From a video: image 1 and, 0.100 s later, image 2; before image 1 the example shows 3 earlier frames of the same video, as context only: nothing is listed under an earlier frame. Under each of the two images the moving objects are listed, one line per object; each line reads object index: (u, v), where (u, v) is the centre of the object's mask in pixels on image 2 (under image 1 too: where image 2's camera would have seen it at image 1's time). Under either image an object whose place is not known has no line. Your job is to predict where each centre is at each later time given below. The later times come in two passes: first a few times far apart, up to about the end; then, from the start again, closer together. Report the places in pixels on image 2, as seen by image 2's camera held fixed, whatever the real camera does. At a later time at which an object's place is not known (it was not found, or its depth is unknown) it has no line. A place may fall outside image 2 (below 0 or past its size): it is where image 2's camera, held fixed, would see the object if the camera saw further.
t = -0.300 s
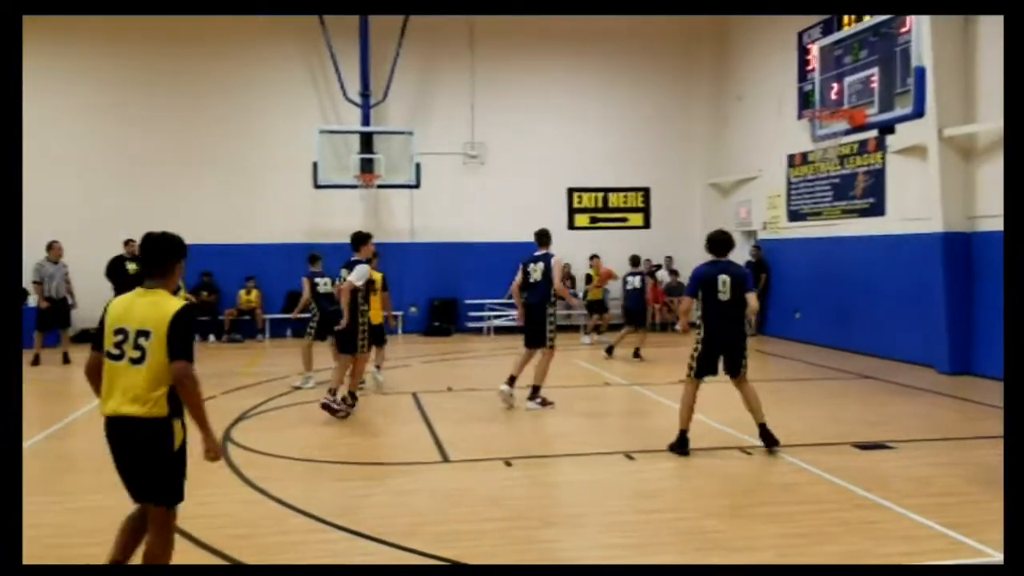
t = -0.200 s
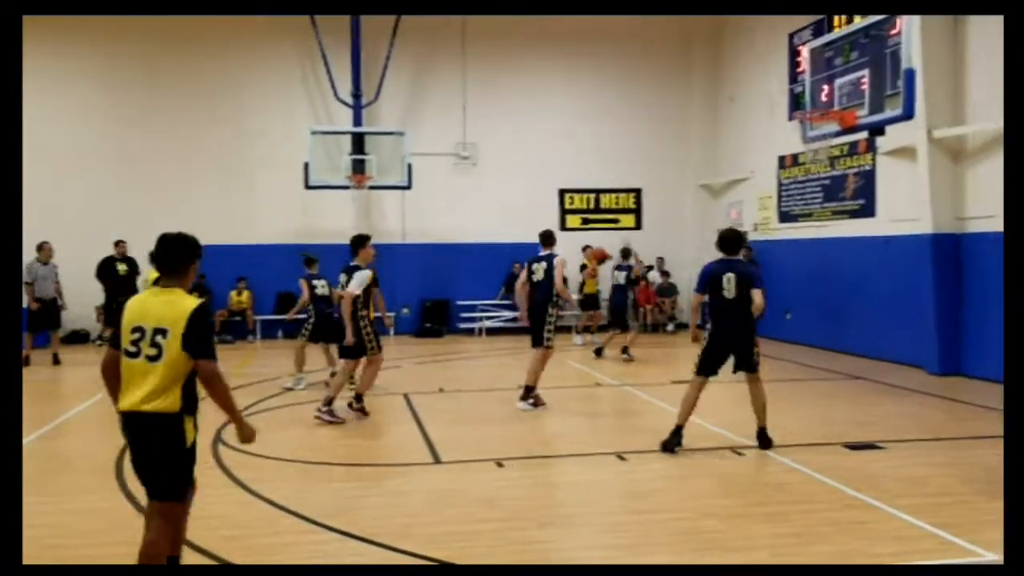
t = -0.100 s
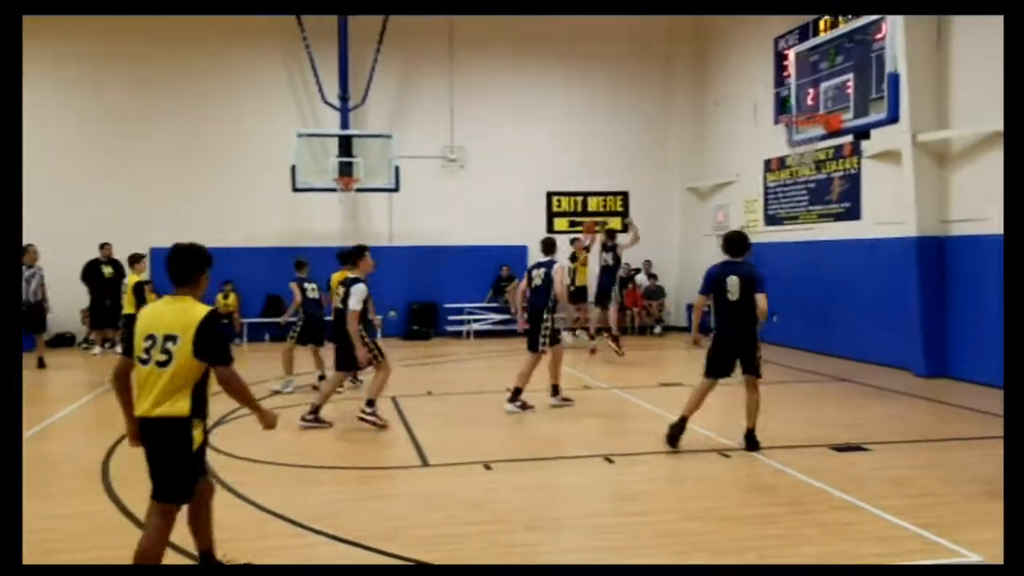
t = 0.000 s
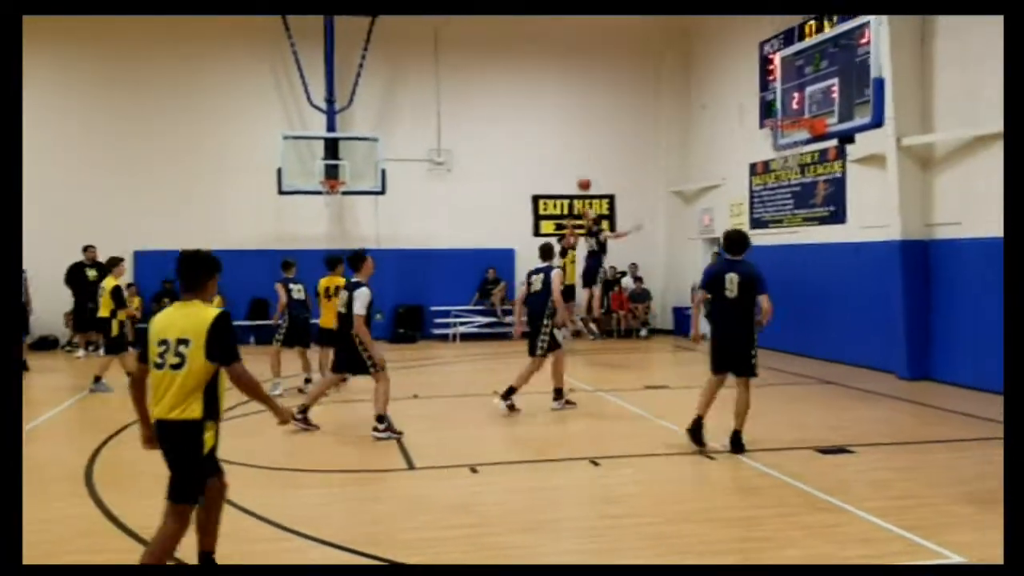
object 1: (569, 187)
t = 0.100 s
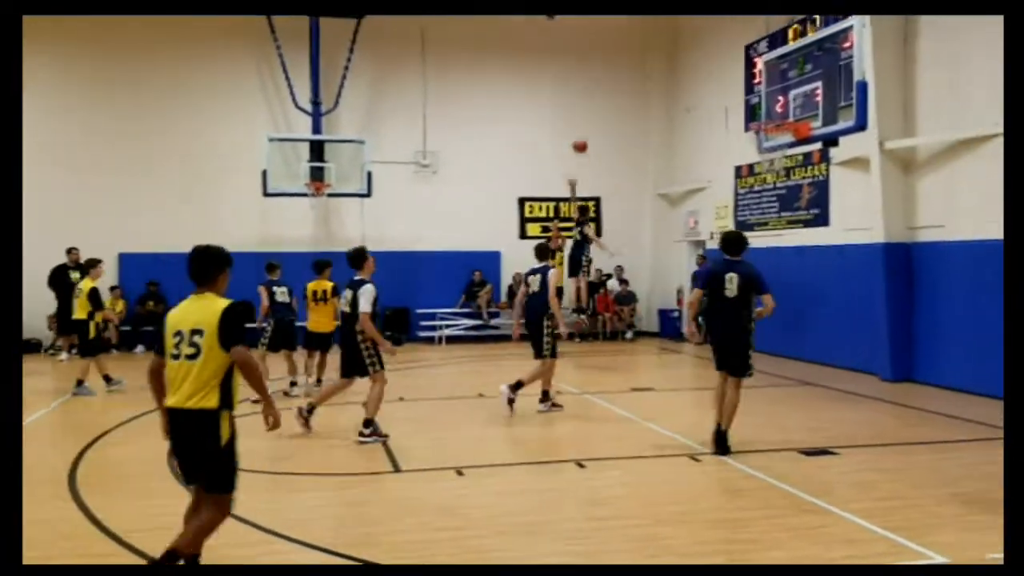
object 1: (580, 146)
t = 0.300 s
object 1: (602, 75)
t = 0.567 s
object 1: (636, 6)
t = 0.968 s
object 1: (702, -3)
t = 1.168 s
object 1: (743, 36)
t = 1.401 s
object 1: (798, 145)
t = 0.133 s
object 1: (583, 133)
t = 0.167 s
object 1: (587, 120)
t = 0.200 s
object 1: (591, 108)
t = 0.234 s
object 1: (595, 97)
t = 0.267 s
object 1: (598, 84)
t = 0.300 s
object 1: (602, 75)
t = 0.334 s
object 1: (605, 65)
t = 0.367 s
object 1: (611, 54)
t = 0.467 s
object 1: (624, 27)
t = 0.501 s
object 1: (627, 20)
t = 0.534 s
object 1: (632, 13)
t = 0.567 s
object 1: (636, 6)
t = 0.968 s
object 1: (702, -3)
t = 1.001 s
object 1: (708, -1)
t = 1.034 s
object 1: (715, 2)
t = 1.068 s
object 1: (722, 8)
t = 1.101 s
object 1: (728, 15)
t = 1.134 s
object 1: (735, 25)
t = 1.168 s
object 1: (743, 36)
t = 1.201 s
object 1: (751, 47)
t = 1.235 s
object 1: (758, 62)
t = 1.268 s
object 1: (767, 76)
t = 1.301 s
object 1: (775, 91)
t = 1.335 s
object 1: (783, 110)
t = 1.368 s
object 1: (789, 127)
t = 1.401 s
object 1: (798, 145)
